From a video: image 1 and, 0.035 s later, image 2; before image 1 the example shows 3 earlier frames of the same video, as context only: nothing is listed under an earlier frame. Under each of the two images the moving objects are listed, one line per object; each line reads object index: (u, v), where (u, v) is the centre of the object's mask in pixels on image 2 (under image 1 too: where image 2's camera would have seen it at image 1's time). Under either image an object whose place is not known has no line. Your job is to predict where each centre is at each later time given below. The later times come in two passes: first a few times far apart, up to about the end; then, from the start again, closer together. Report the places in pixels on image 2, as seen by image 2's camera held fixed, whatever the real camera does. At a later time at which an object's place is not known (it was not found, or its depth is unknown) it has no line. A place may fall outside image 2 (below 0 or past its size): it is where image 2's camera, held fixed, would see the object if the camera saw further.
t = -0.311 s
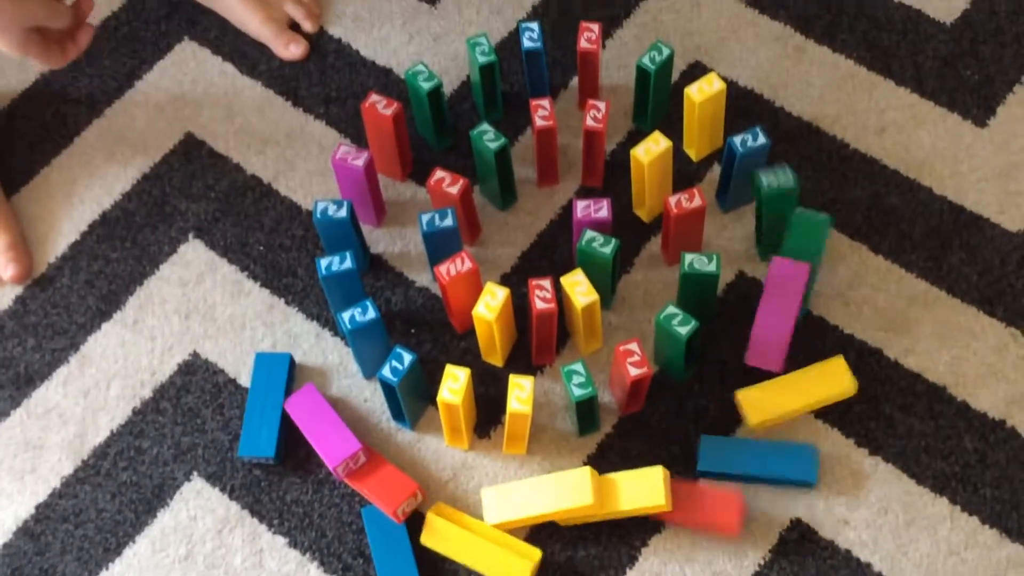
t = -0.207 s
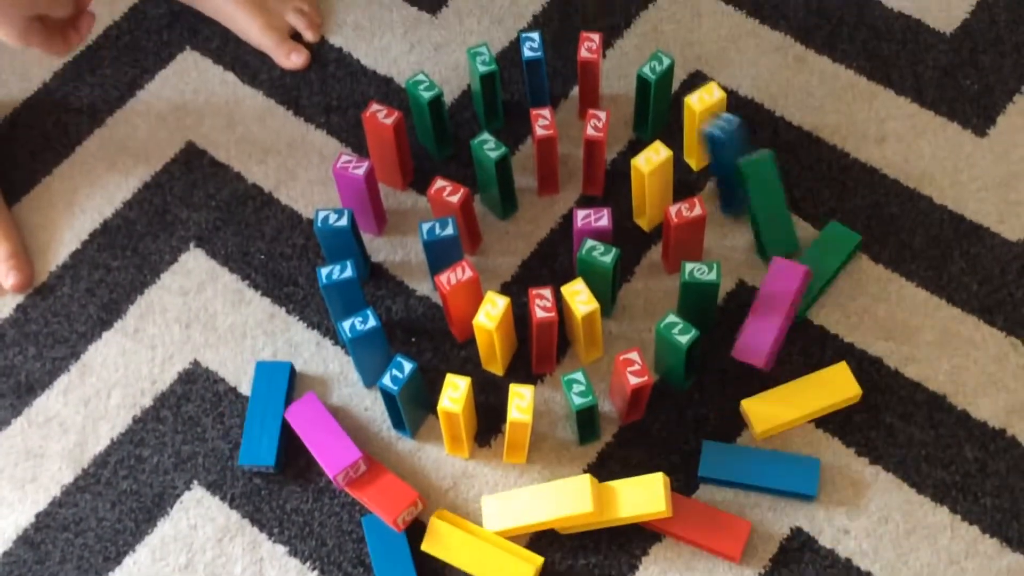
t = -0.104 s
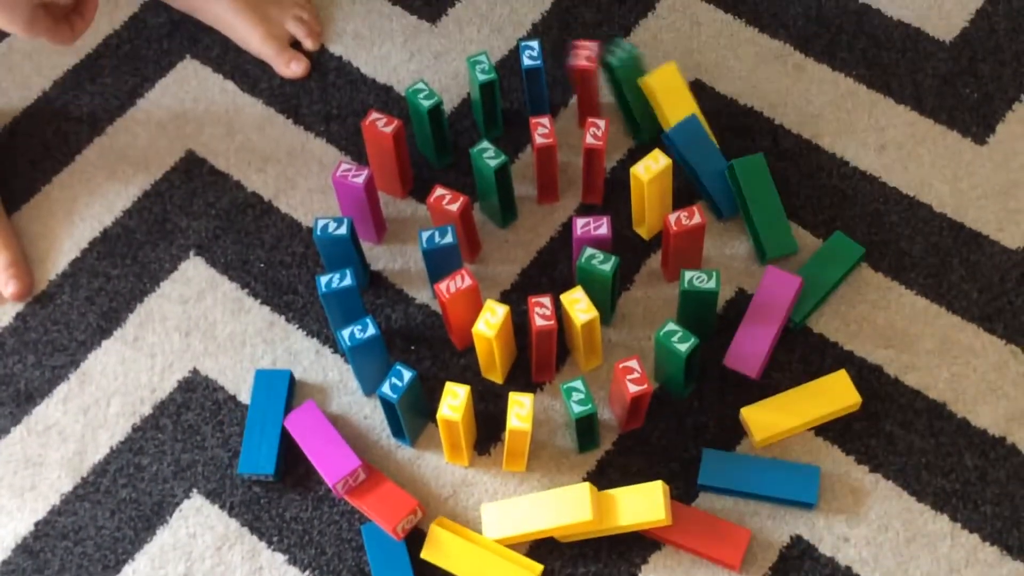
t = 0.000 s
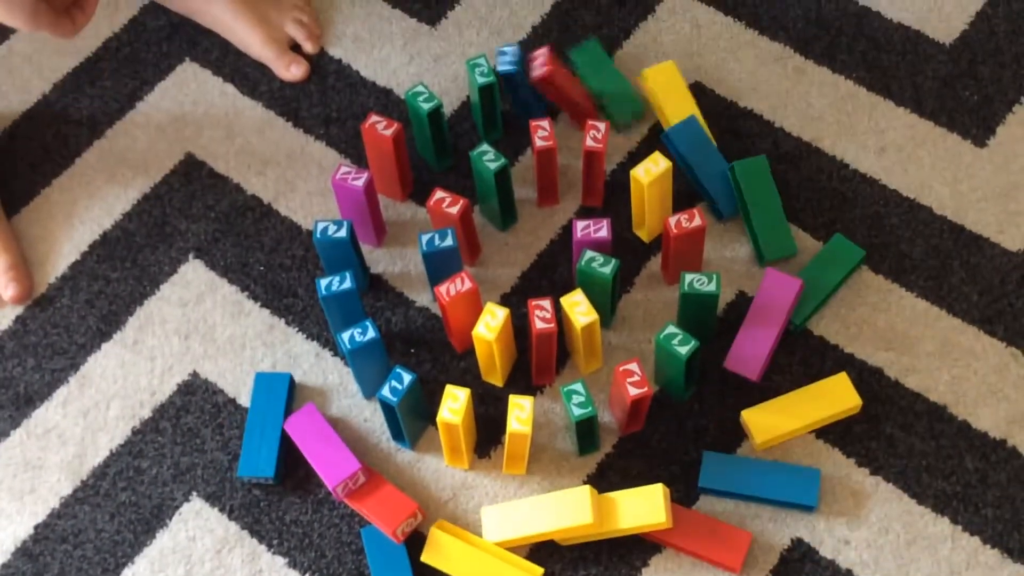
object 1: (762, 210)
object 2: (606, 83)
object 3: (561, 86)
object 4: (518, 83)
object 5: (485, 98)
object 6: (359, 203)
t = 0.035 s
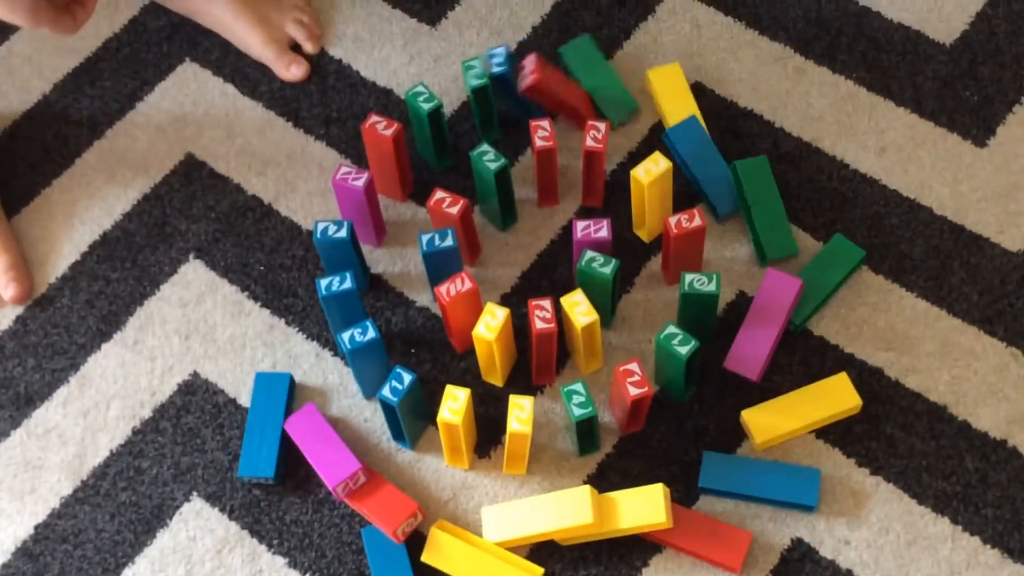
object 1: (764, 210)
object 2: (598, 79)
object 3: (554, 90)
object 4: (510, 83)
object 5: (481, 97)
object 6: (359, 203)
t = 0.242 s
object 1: (774, 206)
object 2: (592, 81)
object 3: (537, 103)
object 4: (463, 87)
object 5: (434, 120)
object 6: (357, 213)
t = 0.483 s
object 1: (772, 207)
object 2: (592, 81)
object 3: (536, 105)
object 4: (463, 77)
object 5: (405, 128)
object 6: (330, 265)
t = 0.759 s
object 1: (770, 208)
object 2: (592, 81)
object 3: (535, 105)
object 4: (464, 77)
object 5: (405, 128)
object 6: (294, 260)
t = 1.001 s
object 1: (770, 208)
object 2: (592, 82)
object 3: (535, 105)
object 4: (464, 77)
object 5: (406, 128)
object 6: (299, 266)
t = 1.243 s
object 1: (770, 208)
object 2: (593, 82)
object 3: (536, 105)
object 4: (464, 77)
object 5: (405, 128)
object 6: (299, 266)
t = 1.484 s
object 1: (770, 208)
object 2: (593, 82)
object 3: (536, 107)
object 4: (464, 78)
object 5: (405, 128)
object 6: (299, 266)
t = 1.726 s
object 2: (593, 82)
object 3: (536, 106)
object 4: (464, 77)
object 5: (404, 128)
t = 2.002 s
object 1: (770, 208)
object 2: (593, 82)
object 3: (536, 107)
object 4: (464, 77)
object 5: (404, 128)
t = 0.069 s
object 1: (764, 210)
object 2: (594, 80)
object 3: (550, 94)
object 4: (501, 88)
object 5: (474, 98)
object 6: (359, 203)
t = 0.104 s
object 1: (766, 208)
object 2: (592, 81)
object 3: (545, 98)
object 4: (489, 88)
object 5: (463, 102)
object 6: (359, 203)
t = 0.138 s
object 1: (768, 207)
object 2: (592, 81)
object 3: (542, 101)
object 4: (476, 86)
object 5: (452, 106)
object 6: (359, 203)
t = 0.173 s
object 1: (772, 207)
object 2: (592, 81)
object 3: (539, 102)
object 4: (469, 88)
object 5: (455, 115)
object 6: (359, 203)
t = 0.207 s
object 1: (773, 206)
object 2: (592, 81)
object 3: (538, 103)
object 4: (465, 86)
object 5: (438, 119)
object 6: (359, 204)
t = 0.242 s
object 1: (774, 206)
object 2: (592, 81)
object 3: (537, 103)
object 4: (463, 87)
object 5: (434, 120)
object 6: (357, 213)
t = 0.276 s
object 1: (774, 206)
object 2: (592, 81)
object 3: (537, 102)
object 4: (462, 83)
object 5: (428, 122)
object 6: (353, 219)
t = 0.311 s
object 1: (775, 206)
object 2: (592, 81)
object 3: (537, 101)
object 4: (463, 80)
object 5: (424, 121)
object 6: (346, 228)
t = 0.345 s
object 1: (775, 206)
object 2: (592, 81)
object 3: (537, 100)
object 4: (464, 76)
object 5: (418, 120)
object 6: (343, 243)
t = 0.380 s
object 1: (775, 206)
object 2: (593, 81)
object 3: (536, 102)
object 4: (464, 76)
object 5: (410, 122)
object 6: (341, 251)
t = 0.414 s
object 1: (774, 206)
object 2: (592, 81)
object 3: (536, 104)
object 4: (463, 77)
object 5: (407, 126)
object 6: (338, 257)
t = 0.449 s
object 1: (773, 207)
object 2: (592, 81)
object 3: (536, 105)
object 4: (463, 77)
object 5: (405, 128)
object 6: (334, 262)
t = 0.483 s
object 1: (772, 207)
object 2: (592, 81)
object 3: (536, 105)
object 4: (463, 77)
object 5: (405, 128)
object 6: (330, 265)
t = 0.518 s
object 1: (771, 208)
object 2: (592, 81)
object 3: (535, 105)
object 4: (463, 77)
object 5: (405, 128)
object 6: (324, 267)
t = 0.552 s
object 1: (770, 208)
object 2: (592, 82)
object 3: (535, 105)
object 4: (463, 77)
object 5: (405, 128)
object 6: (317, 267)
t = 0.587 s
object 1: (770, 208)
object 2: (592, 82)
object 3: (536, 105)
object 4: (463, 77)
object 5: (405, 128)
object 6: (311, 268)
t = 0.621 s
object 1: (770, 208)
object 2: (592, 82)
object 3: (536, 105)
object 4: (464, 77)
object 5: (405, 128)
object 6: (304, 267)
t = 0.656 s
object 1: (770, 208)
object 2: (592, 82)
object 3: (536, 106)
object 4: (464, 77)
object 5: (405, 128)
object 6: (298, 264)
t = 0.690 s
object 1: (770, 208)
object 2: (592, 81)
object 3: (536, 105)
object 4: (464, 77)
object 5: (405, 128)
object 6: (295, 261)
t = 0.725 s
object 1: (770, 208)
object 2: (592, 81)
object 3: (536, 105)
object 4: (464, 77)
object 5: (405, 128)
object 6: (294, 260)
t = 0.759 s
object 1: (770, 208)
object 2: (592, 81)
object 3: (535, 105)
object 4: (464, 77)
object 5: (405, 128)
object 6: (294, 260)
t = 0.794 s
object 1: (770, 208)
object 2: (592, 81)
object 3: (536, 105)
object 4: (464, 77)
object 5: (405, 128)
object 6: (294, 262)
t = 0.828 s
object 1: (771, 208)
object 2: (592, 82)
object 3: (535, 105)
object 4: (464, 77)
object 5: (405, 128)
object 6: (300, 266)
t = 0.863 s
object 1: (770, 208)
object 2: (592, 82)
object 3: (535, 106)
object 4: (464, 77)
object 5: (405, 128)
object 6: (301, 266)
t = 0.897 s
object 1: (770, 208)
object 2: (592, 82)
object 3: (535, 106)
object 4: (463, 78)
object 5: (405, 128)
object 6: (299, 266)
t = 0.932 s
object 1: (770, 208)
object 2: (592, 82)
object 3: (536, 106)
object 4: (464, 78)
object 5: (406, 128)
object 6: (298, 265)
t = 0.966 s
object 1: (770, 208)
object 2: (592, 82)
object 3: (535, 105)
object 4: (464, 77)
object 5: (405, 128)
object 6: (299, 265)
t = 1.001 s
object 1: (770, 208)
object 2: (592, 82)
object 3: (535, 105)
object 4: (464, 77)
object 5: (406, 128)
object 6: (299, 266)
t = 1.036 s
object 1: (770, 208)
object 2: (592, 82)
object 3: (534, 105)
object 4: (464, 77)
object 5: (406, 128)
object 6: (299, 265)
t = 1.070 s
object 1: (770, 208)
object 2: (592, 81)
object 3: (533, 104)
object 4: (464, 77)
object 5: (406, 128)
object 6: (299, 265)
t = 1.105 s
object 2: (592, 81)
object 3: (534, 104)
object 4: (464, 77)
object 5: (406, 128)
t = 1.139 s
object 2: (592, 80)
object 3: (534, 105)
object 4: (464, 77)
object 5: (406, 128)
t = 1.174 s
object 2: (592, 81)
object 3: (535, 105)
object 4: (464, 78)
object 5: (406, 128)
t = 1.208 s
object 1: (770, 208)
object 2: (593, 82)
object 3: (535, 105)
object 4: (464, 78)
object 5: (405, 128)
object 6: (299, 265)
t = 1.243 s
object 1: (770, 208)
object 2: (593, 82)
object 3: (536, 105)
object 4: (464, 77)
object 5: (405, 128)
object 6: (299, 266)
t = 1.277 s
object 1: (770, 208)
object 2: (593, 82)
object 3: (536, 106)
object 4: (464, 77)
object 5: (405, 128)
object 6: (299, 266)
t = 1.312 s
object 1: (770, 208)
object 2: (593, 82)
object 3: (536, 106)
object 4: (464, 78)
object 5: (405, 128)
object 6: (299, 265)
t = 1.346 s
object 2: (593, 82)
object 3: (536, 107)
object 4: (464, 77)
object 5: (405, 128)
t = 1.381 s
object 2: (593, 82)
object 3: (536, 107)
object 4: (464, 78)
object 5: (405, 128)
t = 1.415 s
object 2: (593, 82)
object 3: (536, 107)
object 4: (464, 78)
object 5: (405, 128)
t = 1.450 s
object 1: (770, 208)
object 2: (593, 82)
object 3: (536, 107)
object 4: (464, 78)
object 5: (405, 128)
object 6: (299, 265)
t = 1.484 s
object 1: (770, 208)
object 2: (593, 82)
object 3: (536, 107)
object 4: (464, 78)
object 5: (405, 128)
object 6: (299, 266)
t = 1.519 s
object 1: (770, 208)
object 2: (593, 82)
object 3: (536, 107)
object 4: (464, 77)
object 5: (405, 128)
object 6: (299, 266)
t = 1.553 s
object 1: (770, 208)
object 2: (593, 82)
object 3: (536, 107)
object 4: (464, 77)
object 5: (404, 128)
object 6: (299, 266)
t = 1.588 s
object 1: (770, 208)
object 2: (593, 82)
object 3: (536, 107)
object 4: (464, 77)
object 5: (404, 128)
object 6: (299, 266)
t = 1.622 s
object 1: (770, 208)
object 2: (593, 82)
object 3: (536, 107)
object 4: (464, 77)
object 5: (404, 128)
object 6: (299, 265)
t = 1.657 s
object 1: (770, 208)
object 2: (593, 82)
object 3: (536, 107)
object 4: (464, 77)
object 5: (404, 128)
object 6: (299, 265)
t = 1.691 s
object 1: (770, 208)
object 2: (593, 82)
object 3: (536, 107)
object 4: (464, 77)
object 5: (404, 128)
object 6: (299, 266)
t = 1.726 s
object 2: (593, 82)
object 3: (536, 106)
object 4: (464, 77)
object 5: (404, 128)
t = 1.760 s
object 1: (770, 208)
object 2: (593, 82)
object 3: (536, 107)
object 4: (464, 78)
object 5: (404, 128)
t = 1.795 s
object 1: (770, 208)
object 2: (593, 82)
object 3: (536, 107)
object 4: (464, 78)
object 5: (404, 128)
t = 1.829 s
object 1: (770, 208)
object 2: (593, 82)
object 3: (536, 107)
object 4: (464, 78)
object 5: (404, 128)
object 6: (299, 266)
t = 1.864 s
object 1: (770, 208)
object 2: (593, 82)
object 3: (536, 107)
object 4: (464, 77)
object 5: (404, 128)
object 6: (299, 266)
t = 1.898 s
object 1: (770, 208)
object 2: (593, 82)
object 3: (536, 107)
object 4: (464, 77)
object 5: (404, 128)
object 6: (299, 266)
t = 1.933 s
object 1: (770, 208)
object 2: (593, 82)
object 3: (536, 107)
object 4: (464, 78)
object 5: (404, 128)
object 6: (299, 266)
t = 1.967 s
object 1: (770, 208)
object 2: (593, 82)
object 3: (536, 107)
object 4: (464, 77)
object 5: (404, 128)
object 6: (299, 266)
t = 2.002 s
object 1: (770, 208)
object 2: (593, 82)
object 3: (536, 107)
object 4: (464, 77)
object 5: (404, 128)
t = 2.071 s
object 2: (593, 82)
